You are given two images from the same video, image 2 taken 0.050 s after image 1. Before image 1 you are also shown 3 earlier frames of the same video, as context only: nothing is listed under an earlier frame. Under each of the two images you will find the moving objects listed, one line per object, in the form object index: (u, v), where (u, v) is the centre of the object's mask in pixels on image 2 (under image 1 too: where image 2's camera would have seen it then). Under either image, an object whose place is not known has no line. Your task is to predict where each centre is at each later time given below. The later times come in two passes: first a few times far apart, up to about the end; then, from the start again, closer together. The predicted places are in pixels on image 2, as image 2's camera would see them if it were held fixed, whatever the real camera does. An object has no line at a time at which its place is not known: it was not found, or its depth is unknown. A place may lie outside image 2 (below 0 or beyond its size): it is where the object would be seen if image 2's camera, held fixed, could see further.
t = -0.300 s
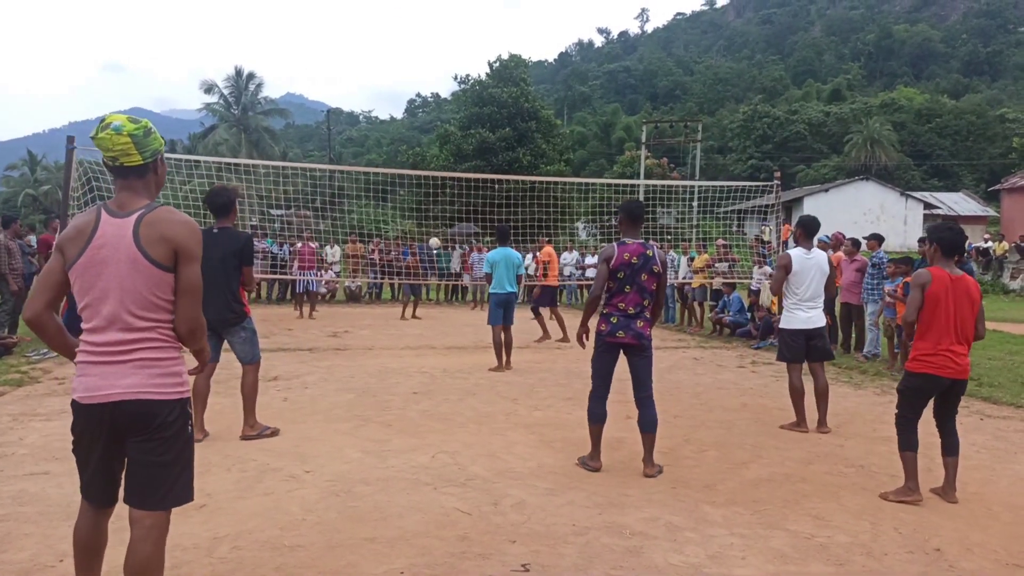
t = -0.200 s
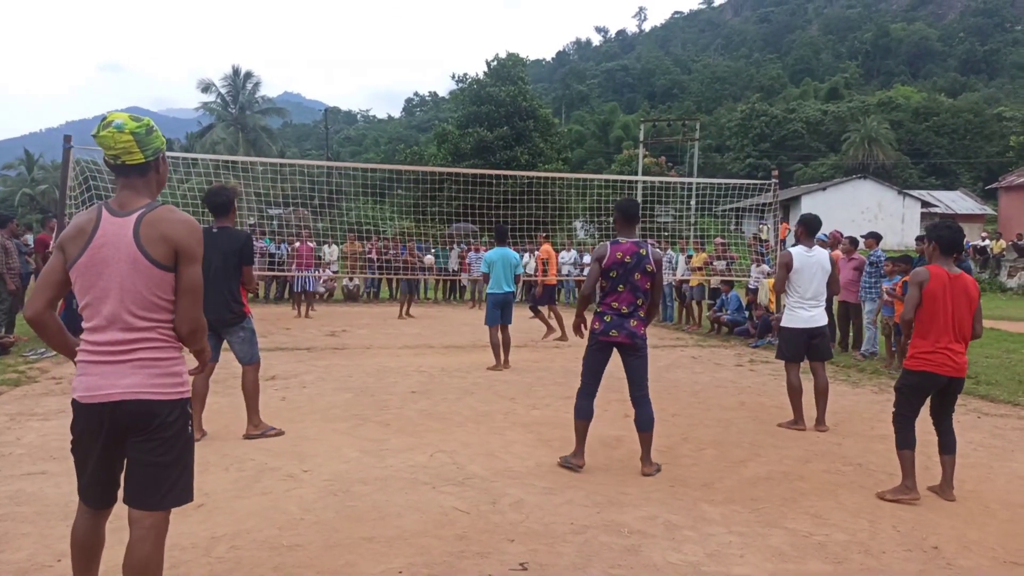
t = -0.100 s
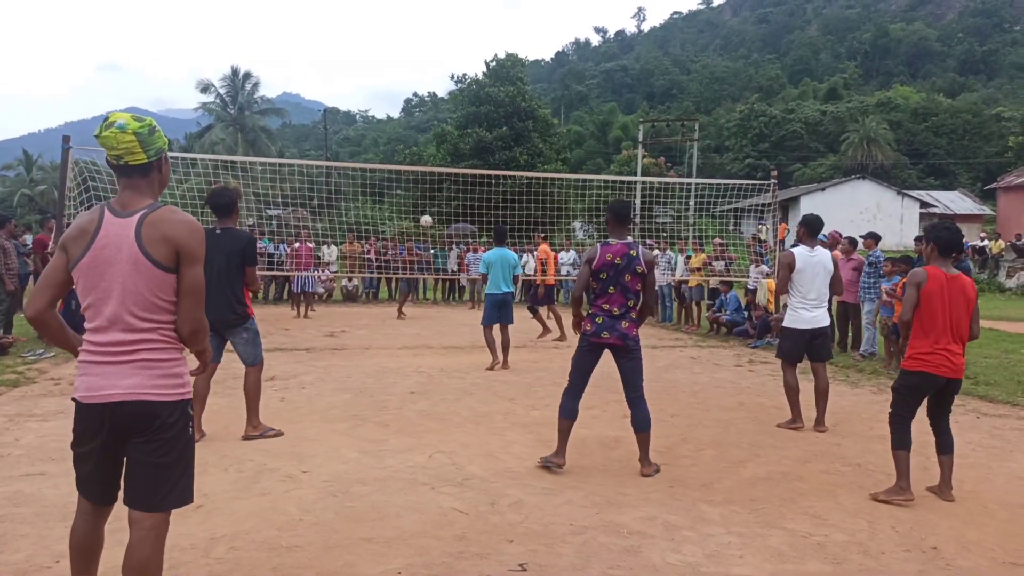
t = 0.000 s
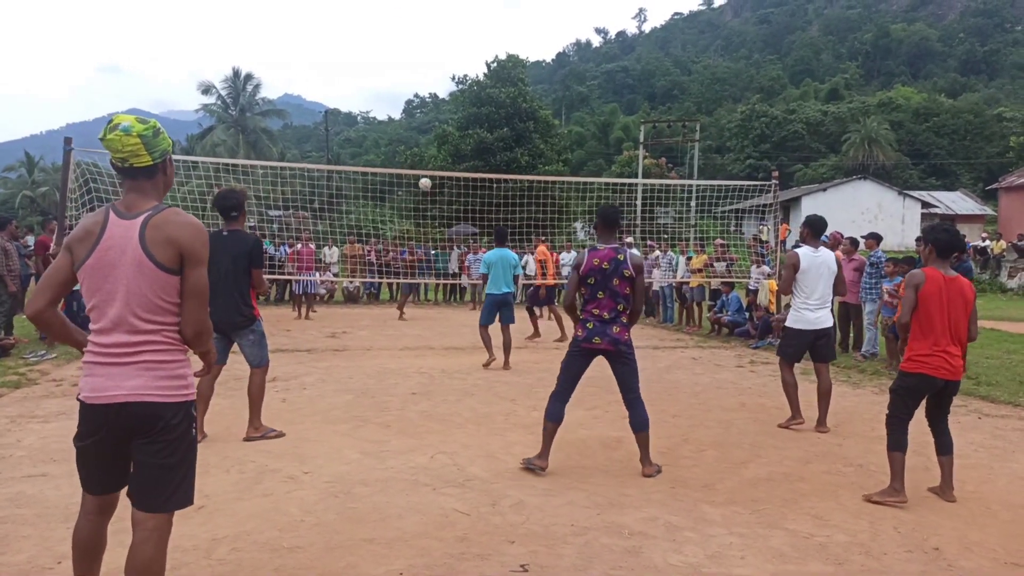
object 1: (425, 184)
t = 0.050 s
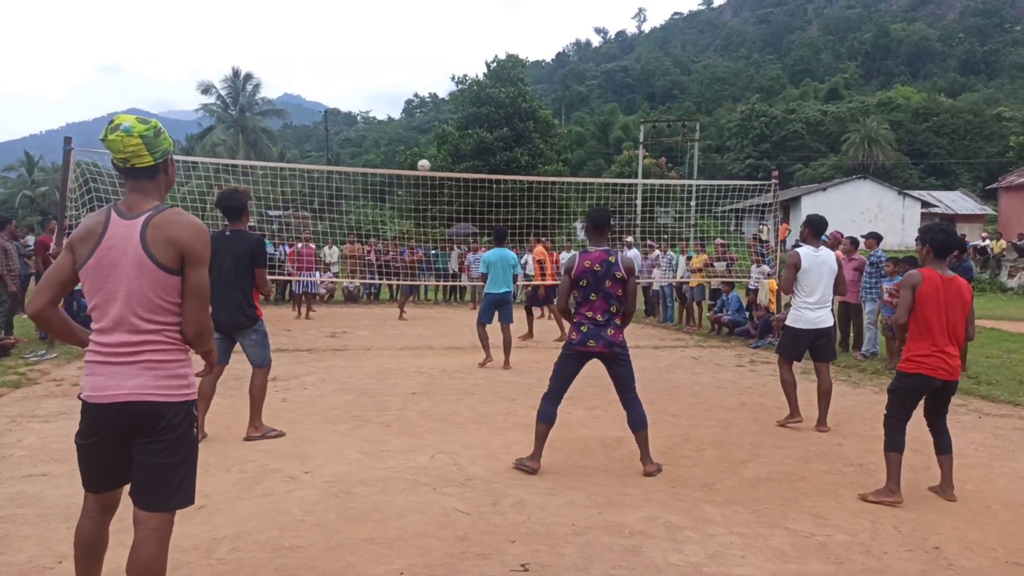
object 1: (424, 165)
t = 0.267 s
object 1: (419, 98)
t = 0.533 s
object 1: (410, 40)
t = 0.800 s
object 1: (395, 29)
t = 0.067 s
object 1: (423, 160)
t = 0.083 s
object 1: (423, 154)
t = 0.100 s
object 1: (422, 149)
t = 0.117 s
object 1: (422, 143)
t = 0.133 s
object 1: (422, 137)
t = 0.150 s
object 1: (421, 132)
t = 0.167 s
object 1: (421, 127)
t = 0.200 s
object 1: (420, 117)
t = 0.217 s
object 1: (420, 111)
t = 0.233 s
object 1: (419, 107)
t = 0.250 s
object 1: (420, 101)
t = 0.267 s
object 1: (419, 98)
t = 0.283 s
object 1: (419, 94)
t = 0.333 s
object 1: (417, 80)
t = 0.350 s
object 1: (416, 76)
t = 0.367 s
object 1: (416, 72)
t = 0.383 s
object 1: (415, 68)
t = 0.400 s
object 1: (415, 64)
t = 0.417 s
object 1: (414, 61)
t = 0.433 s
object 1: (414, 57)
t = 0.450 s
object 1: (413, 54)
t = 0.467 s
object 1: (413, 51)
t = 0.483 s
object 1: (412, 48)
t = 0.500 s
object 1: (412, 45)
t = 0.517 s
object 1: (411, 42)
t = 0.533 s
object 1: (410, 40)
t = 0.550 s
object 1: (409, 37)
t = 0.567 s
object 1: (408, 35)
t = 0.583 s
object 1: (407, 33)
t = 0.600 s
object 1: (406, 32)
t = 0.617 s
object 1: (405, 30)
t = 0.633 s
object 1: (404, 29)
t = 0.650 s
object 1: (403, 28)
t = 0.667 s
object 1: (403, 27)
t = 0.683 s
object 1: (401, 26)
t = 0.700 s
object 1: (401, 26)
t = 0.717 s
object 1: (399, 26)
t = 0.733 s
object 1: (399, 26)
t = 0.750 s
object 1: (398, 26)
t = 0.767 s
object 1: (397, 27)
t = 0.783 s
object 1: (396, 27)
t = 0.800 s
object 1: (395, 29)
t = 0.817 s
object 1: (393, 30)
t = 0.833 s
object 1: (392, 32)
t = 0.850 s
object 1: (391, 34)
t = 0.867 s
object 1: (390, 37)
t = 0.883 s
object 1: (388, 40)
